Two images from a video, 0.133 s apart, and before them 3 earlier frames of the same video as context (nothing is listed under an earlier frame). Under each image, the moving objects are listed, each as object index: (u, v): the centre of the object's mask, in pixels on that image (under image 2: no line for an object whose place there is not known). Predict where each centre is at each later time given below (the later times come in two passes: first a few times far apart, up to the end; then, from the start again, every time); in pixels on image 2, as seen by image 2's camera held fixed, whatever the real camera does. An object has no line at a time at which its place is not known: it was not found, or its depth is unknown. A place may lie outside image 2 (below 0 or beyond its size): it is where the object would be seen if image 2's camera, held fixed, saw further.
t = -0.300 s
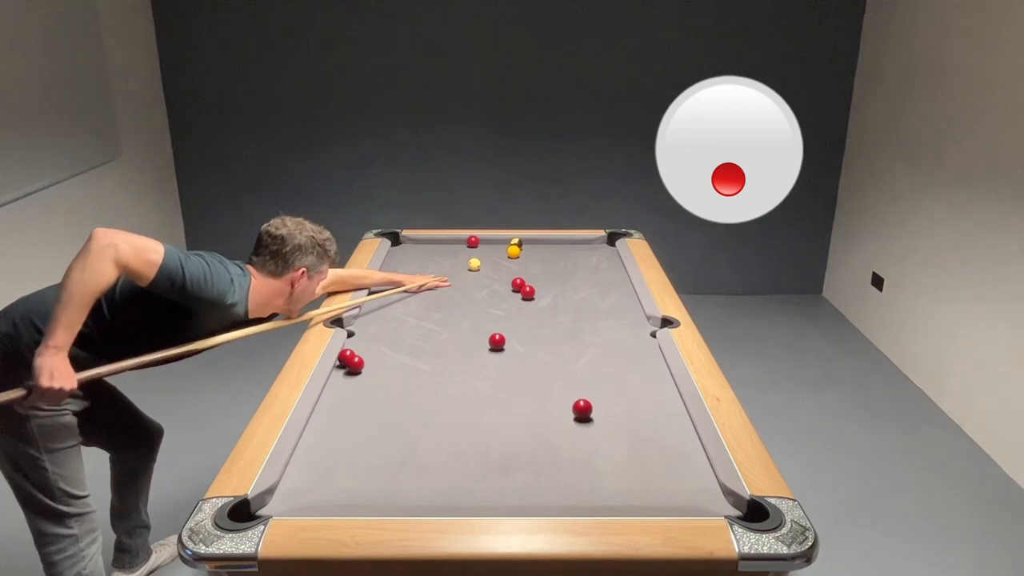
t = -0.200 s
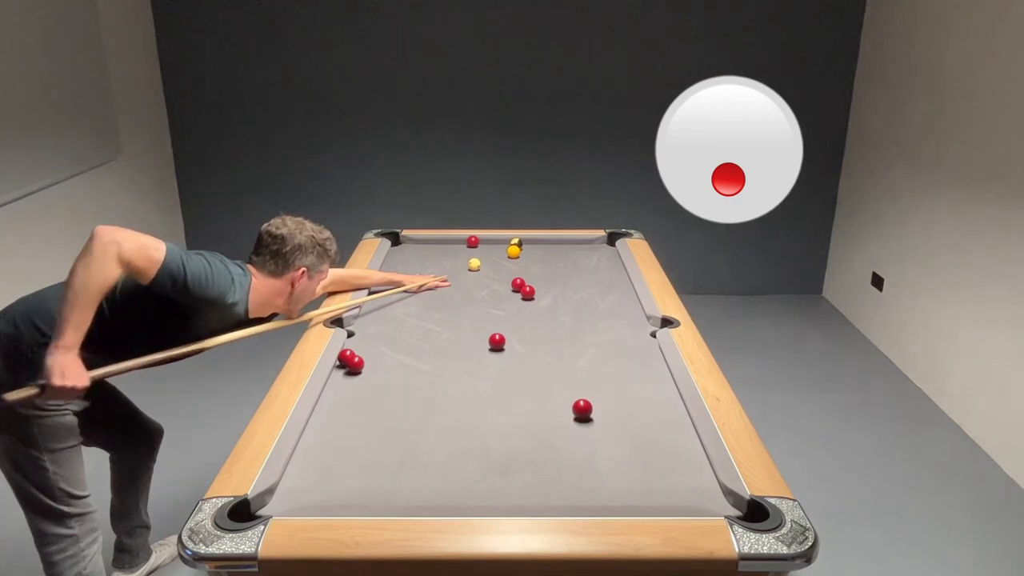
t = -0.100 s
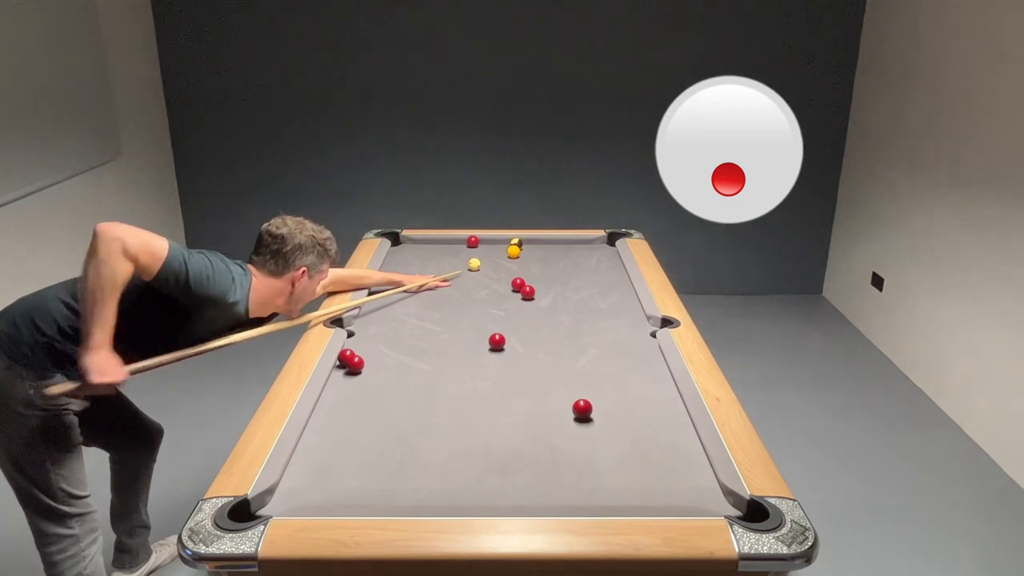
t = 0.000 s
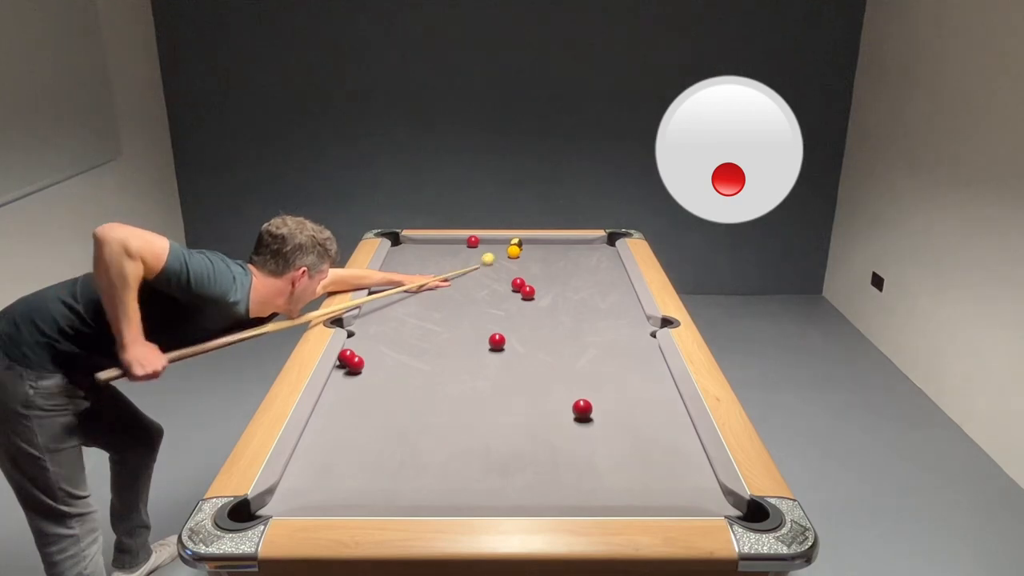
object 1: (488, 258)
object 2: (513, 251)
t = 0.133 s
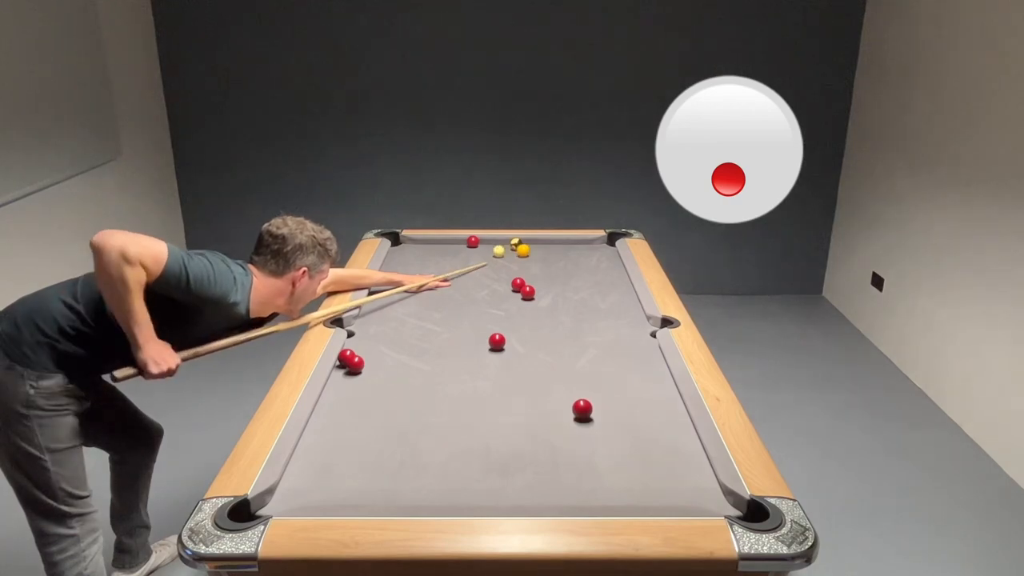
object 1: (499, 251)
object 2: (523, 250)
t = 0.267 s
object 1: (492, 248)
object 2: (540, 248)
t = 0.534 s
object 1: (481, 244)
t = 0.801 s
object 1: (482, 243)
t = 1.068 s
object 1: (483, 243)
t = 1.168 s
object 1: (483, 243)
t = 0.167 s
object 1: (497, 250)
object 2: (527, 249)
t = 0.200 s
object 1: (495, 249)
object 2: (532, 249)
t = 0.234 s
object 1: (493, 249)
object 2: (536, 249)
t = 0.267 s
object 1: (492, 248)
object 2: (540, 248)
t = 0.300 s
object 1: (490, 247)
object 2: (545, 248)
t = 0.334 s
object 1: (488, 247)
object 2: (549, 247)
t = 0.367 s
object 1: (487, 246)
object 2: (553, 247)
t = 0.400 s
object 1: (485, 245)
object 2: (557, 246)
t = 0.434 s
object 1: (484, 245)
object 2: (561, 246)
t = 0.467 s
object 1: (482, 244)
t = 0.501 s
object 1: (481, 243)
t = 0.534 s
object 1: (481, 244)
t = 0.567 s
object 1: (481, 243)
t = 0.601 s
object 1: (482, 243)
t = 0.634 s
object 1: (482, 243)
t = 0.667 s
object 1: (482, 243)
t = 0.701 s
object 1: (482, 243)
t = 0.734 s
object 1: (482, 243)
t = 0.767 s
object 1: (482, 243)
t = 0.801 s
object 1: (482, 243)
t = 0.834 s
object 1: (482, 243)
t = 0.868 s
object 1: (482, 243)
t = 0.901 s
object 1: (483, 243)
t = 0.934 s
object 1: (483, 243)
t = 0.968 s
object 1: (483, 243)
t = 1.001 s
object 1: (483, 243)
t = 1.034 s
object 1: (483, 243)
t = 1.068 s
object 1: (483, 243)
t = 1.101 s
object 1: (483, 243)
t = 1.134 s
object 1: (483, 243)
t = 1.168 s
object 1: (483, 243)
